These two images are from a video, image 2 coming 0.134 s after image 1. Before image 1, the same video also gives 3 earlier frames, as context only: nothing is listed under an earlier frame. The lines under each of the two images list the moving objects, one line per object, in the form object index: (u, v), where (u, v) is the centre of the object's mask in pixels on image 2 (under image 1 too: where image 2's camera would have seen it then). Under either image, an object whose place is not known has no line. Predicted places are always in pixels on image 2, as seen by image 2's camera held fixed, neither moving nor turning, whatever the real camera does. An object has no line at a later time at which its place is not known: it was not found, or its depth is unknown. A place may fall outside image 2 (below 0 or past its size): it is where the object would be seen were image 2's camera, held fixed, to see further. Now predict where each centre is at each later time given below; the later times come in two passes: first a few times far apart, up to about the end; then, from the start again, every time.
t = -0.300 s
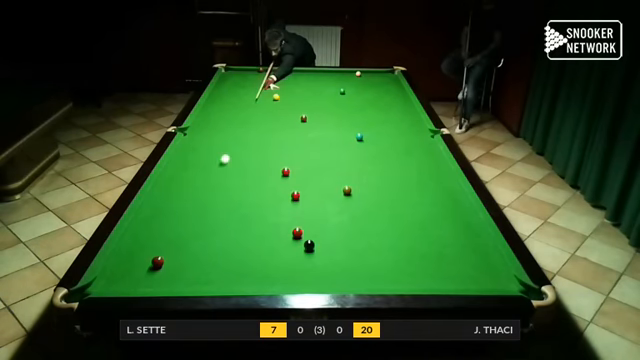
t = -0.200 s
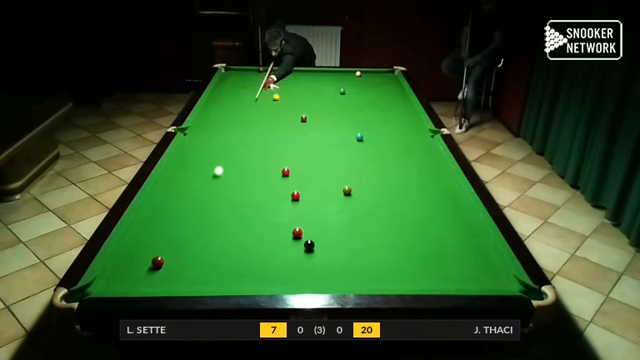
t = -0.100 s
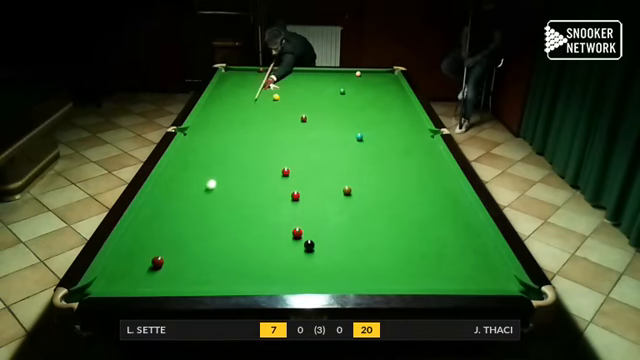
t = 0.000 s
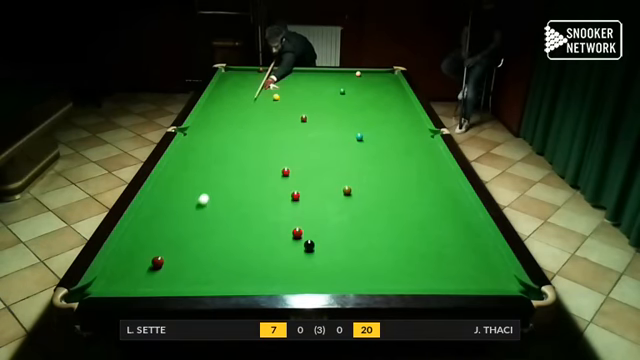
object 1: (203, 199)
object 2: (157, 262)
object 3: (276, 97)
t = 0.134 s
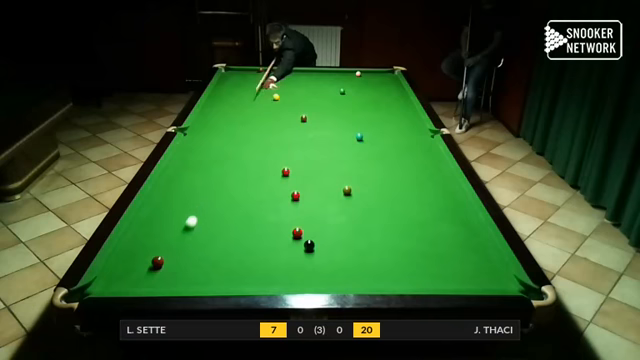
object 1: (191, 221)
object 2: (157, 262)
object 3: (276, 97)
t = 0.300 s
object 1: (173, 255)
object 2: (157, 262)
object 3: (276, 97)
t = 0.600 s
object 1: (181, 253)
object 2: (145, 263)
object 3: (276, 97)
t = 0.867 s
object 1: (202, 219)
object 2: (136, 264)
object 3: (276, 97)
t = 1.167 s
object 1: (219, 189)
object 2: (127, 265)
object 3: (276, 97)
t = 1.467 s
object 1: (233, 166)
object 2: (120, 266)
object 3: (276, 97)
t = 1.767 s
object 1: (245, 147)
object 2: (116, 266)
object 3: (276, 97)
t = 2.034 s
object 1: (253, 133)
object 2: (113, 267)
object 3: (276, 97)
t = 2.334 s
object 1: (261, 119)
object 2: (112, 267)
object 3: (276, 97)
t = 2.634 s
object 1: (268, 108)
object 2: (112, 267)
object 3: (276, 97)
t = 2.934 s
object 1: (273, 99)
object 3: (277, 95)
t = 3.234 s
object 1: (272, 97)
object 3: (282, 91)
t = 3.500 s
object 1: (271, 95)
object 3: (286, 87)
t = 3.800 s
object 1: (270, 94)
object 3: (290, 83)
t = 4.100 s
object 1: (270, 92)
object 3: (293, 79)
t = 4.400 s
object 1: (270, 92)
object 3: (296, 76)
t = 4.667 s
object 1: (269, 91)
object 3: (299, 74)
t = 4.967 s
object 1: (269, 91)
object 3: (301, 72)
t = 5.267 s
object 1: (269, 90)
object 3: (303, 71)
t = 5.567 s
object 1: (269, 90)
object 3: (305, 72)
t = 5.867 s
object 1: (269, 90)
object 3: (306, 73)
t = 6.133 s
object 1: (269, 90)
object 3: (307, 74)
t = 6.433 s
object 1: (269, 90)
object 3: (307, 74)
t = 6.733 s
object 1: (269, 90)
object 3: (308, 75)
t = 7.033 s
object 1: (269, 90)
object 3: (308, 75)
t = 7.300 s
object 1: (269, 90)
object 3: (308, 76)
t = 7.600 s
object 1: (269, 90)
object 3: (308, 75)
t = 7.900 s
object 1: (269, 90)
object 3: (308, 75)
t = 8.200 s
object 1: (269, 90)
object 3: (308, 75)
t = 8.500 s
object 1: (269, 90)
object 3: (308, 75)
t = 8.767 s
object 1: (269, 90)
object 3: (308, 75)
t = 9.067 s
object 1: (269, 90)
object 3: (308, 75)
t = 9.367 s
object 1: (269, 90)
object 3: (308, 75)
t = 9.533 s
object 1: (269, 90)
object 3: (308, 76)
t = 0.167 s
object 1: (188, 228)
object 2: (157, 262)
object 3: (276, 97)
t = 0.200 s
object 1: (184, 234)
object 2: (157, 262)
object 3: (276, 97)
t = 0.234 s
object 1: (181, 241)
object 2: (157, 262)
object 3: (276, 97)
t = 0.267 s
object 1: (177, 248)
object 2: (157, 262)
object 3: (276, 97)
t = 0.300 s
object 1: (173, 255)
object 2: (157, 262)
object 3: (276, 97)
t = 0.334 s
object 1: (169, 263)
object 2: (156, 262)
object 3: (276, 97)
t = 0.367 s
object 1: (167, 271)
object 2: (155, 262)
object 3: (276, 97)
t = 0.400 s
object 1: (164, 279)
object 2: (153, 262)
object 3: (276, 97)
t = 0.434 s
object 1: (163, 283)
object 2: (152, 262)
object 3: (276, 97)
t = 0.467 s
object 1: (167, 277)
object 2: (151, 262)
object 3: (276, 97)
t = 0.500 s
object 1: (171, 270)
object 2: (149, 263)
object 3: (276, 97)
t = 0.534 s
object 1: (174, 264)
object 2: (148, 263)
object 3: (276, 97)
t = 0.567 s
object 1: (178, 258)
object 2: (146, 263)
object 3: (276, 97)
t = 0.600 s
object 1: (181, 253)
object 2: (145, 263)
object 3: (276, 97)
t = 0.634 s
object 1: (184, 248)
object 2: (144, 263)
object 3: (276, 97)
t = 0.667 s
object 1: (187, 243)
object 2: (143, 263)
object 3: (276, 97)
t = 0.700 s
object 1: (189, 239)
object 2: (141, 263)
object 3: (276, 97)
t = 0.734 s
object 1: (192, 234)
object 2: (140, 263)
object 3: (276, 97)
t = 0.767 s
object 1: (195, 230)
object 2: (139, 264)
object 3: (276, 97)
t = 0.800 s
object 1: (197, 226)
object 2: (138, 264)
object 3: (276, 97)
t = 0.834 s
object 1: (199, 222)
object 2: (137, 264)
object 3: (276, 97)
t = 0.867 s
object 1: (202, 219)
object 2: (136, 264)
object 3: (276, 97)
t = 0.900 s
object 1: (204, 215)
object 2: (134, 264)
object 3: (276, 97)
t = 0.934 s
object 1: (206, 211)
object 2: (133, 264)
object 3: (276, 97)
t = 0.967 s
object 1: (208, 208)
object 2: (133, 264)
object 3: (276, 97)
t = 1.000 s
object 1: (210, 204)
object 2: (132, 264)
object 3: (276, 97)
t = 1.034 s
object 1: (212, 201)
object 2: (131, 264)
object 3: (276, 97)
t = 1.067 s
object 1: (214, 198)
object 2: (130, 265)
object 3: (276, 97)
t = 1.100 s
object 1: (216, 195)
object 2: (129, 265)
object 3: (276, 97)
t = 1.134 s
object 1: (218, 192)
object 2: (128, 265)
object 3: (276, 97)
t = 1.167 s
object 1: (219, 189)
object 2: (127, 265)
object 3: (276, 97)
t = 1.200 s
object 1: (221, 186)
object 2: (126, 265)
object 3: (276, 97)
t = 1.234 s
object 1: (223, 183)
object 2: (125, 265)
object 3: (276, 97)
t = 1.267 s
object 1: (225, 181)
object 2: (125, 265)
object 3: (276, 97)
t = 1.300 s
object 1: (226, 178)
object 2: (124, 265)
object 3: (276, 97)
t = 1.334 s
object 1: (228, 175)
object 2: (123, 266)
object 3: (276, 97)
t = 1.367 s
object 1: (229, 173)
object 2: (122, 266)
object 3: (276, 97)
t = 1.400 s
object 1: (231, 170)
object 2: (122, 266)
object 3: (276, 97)
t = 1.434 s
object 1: (232, 168)
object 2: (121, 266)
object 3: (276, 97)
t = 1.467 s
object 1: (233, 166)
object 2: (120, 266)
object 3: (276, 97)
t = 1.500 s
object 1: (235, 163)
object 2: (120, 266)
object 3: (276, 97)
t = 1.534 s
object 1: (236, 161)
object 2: (119, 266)
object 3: (276, 97)
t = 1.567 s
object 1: (238, 159)
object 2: (119, 266)
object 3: (276, 97)
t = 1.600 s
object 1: (239, 157)
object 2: (118, 266)
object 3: (276, 97)
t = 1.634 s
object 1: (240, 154)
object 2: (118, 266)
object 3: (276, 97)
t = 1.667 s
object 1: (241, 153)
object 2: (117, 266)
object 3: (276, 97)
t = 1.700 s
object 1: (242, 150)
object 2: (117, 266)
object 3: (276, 97)
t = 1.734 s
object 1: (244, 149)
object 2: (116, 266)
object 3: (276, 97)
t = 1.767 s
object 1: (245, 147)
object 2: (116, 266)
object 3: (276, 97)
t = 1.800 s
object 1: (246, 145)
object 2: (115, 266)
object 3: (276, 97)
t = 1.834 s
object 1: (247, 143)
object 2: (115, 266)
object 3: (276, 97)
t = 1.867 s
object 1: (248, 141)
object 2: (115, 266)
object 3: (276, 97)
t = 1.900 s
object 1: (249, 139)
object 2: (114, 266)
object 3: (276, 97)
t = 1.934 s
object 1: (250, 138)
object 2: (114, 267)
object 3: (276, 97)
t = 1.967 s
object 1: (251, 136)
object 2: (114, 267)
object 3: (276, 97)
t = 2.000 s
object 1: (252, 134)
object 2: (113, 267)
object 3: (276, 97)
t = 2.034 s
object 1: (253, 133)
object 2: (113, 267)
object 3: (276, 97)
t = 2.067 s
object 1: (254, 131)
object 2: (113, 267)
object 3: (276, 97)
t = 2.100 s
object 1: (255, 130)
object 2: (113, 267)
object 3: (276, 97)
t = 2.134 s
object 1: (256, 128)
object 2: (112, 267)
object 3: (276, 97)
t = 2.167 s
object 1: (257, 126)
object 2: (112, 267)
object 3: (276, 97)
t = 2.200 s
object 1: (258, 125)
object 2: (112, 267)
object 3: (276, 97)
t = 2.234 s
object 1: (259, 124)
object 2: (112, 267)
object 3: (276, 97)
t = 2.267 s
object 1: (260, 122)
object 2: (112, 267)
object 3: (276, 97)
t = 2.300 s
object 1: (261, 121)
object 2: (112, 267)
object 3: (276, 97)
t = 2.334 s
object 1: (261, 119)
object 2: (112, 267)
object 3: (276, 97)
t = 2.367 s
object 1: (262, 118)
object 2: (112, 267)
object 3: (276, 97)
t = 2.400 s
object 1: (263, 117)
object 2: (112, 267)
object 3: (276, 97)
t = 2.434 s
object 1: (264, 116)
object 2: (112, 267)
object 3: (276, 97)
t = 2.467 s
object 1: (264, 114)
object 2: (112, 267)
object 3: (276, 97)
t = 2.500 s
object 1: (265, 113)
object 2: (112, 267)
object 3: (276, 97)
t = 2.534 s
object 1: (266, 112)
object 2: (112, 267)
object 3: (276, 97)
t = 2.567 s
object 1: (267, 111)
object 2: (112, 267)
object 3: (276, 97)
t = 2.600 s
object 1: (267, 109)
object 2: (112, 267)
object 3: (276, 97)
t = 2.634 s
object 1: (268, 108)
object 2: (112, 267)
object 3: (276, 97)
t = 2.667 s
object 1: (269, 107)
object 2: (112, 267)
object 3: (276, 97)
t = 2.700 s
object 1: (269, 106)
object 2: (112, 267)
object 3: (276, 97)
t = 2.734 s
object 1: (270, 105)
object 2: (112, 267)
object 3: (276, 97)
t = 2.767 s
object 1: (271, 103)
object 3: (276, 97)
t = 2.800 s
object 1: (271, 102)
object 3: (276, 97)
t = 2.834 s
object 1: (272, 101)
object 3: (276, 97)
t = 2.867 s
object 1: (273, 100)
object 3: (277, 96)
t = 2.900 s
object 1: (273, 99)
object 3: (277, 96)
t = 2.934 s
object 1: (273, 99)
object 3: (277, 95)
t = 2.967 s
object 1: (273, 99)
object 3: (277, 95)
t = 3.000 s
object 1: (273, 98)
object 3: (278, 94)
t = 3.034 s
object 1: (273, 98)
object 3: (279, 94)
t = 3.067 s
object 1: (273, 98)
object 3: (279, 93)
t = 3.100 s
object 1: (272, 98)
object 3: (279, 93)
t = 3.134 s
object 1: (272, 97)
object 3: (280, 93)
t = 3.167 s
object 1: (272, 97)
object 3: (281, 92)
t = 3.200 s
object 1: (272, 97)
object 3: (281, 91)
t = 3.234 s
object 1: (272, 97)
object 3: (282, 91)
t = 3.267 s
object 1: (272, 96)
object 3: (282, 90)
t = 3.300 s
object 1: (272, 96)
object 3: (283, 90)
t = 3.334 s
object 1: (272, 96)
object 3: (283, 89)
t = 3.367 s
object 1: (271, 96)
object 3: (284, 89)
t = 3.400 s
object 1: (272, 95)
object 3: (284, 89)
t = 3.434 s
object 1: (271, 95)
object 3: (284, 88)
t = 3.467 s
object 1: (271, 95)
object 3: (285, 88)
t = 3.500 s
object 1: (271, 95)
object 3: (286, 87)
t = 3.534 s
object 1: (271, 95)
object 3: (286, 87)
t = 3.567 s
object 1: (271, 94)
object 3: (287, 86)
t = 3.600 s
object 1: (271, 94)
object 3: (287, 86)
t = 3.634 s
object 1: (271, 94)
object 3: (287, 85)
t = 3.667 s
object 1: (271, 94)
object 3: (288, 85)
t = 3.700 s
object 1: (271, 94)
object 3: (288, 84)
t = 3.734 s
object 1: (270, 94)
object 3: (289, 84)
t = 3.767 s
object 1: (270, 94)
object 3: (289, 83)
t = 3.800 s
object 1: (270, 94)
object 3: (290, 83)
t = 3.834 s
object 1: (270, 94)
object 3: (290, 83)
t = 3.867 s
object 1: (270, 93)
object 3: (290, 82)
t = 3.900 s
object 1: (270, 93)
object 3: (291, 82)
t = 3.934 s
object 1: (270, 93)
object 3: (291, 82)
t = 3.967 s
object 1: (270, 93)
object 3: (292, 81)
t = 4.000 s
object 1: (270, 93)
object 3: (292, 81)
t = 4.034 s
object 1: (270, 93)
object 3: (292, 81)
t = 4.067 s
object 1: (270, 93)
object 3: (293, 80)
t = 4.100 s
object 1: (270, 92)
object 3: (293, 79)
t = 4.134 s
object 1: (270, 92)
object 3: (294, 79)
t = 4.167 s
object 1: (270, 92)
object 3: (294, 79)
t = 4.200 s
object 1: (270, 92)
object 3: (294, 79)
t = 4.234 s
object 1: (270, 92)
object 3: (295, 78)
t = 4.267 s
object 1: (270, 92)
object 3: (295, 78)
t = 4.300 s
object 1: (270, 92)
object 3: (296, 77)
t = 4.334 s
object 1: (270, 92)
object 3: (296, 77)
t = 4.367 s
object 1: (270, 92)
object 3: (296, 77)
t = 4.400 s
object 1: (270, 92)
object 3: (296, 76)
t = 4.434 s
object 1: (270, 92)
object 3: (297, 76)
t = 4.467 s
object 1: (269, 91)
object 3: (297, 76)
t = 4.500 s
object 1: (269, 91)
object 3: (298, 75)
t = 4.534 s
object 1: (269, 91)
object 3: (298, 75)
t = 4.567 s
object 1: (269, 91)
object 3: (298, 74)
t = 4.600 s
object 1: (269, 91)
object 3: (298, 75)
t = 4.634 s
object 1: (269, 91)
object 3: (299, 74)
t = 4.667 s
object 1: (269, 91)
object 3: (299, 74)
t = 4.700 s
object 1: (270, 91)
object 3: (299, 74)
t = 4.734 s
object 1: (270, 91)
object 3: (300, 73)
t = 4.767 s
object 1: (269, 91)
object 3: (300, 73)
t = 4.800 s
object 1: (269, 91)
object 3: (300, 73)
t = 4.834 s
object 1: (269, 91)
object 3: (300, 73)
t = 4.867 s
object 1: (269, 91)
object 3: (300, 72)
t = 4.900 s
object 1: (269, 91)
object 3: (301, 72)
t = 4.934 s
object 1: (269, 91)
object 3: (301, 72)
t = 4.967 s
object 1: (269, 91)
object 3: (301, 72)
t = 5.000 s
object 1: (269, 91)
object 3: (302, 71)
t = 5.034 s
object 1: (269, 90)
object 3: (302, 71)
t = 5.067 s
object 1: (269, 91)
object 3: (302, 71)
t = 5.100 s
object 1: (269, 91)
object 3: (302, 71)
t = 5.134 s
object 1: (269, 91)
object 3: (303, 70)
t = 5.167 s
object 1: (269, 90)
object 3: (303, 70)
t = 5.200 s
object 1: (269, 90)
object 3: (303, 71)
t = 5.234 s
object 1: (269, 90)
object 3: (303, 70)
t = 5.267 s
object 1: (269, 90)
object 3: (303, 71)
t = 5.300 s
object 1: (269, 90)
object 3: (304, 71)
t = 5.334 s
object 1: (269, 90)
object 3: (304, 71)
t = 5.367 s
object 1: (269, 90)
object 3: (304, 71)
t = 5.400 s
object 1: (269, 90)
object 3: (304, 71)
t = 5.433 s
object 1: (269, 90)
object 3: (304, 71)
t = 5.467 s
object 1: (269, 90)
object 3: (304, 71)
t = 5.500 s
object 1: (269, 90)
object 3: (304, 71)
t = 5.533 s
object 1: (269, 90)
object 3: (305, 72)
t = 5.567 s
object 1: (269, 90)
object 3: (305, 72)
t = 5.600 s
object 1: (269, 90)
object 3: (305, 72)
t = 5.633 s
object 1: (269, 90)
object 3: (305, 72)
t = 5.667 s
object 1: (269, 90)
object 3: (305, 72)
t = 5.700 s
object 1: (269, 90)
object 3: (305, 73)
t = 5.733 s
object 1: (269, 90)
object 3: (305, 72)
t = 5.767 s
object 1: (269, 90)
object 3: (306, 73)
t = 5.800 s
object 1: (269, 90)
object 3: (306, 73)
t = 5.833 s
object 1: (269, 90)
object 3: (306, 73)
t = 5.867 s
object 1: (269, 90)
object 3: (306, 73)
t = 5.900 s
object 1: (269, 90)
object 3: (306, 73)
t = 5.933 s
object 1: (269, 90)
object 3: (306, 73)
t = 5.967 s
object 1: (269, 90)
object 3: (306, 73)
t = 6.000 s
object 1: (269, 90)
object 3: (306, 74)
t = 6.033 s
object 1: (269, 90)
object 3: (306, 74)
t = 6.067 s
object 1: (269, 90)
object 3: (307, 74)
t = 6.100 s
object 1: (269, 90)
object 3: (307, 74)
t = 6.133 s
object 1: (269, 90)
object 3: (307, 74)
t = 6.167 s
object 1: (269, 90)
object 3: (307, 74)
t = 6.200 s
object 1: (269, 90)
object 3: (307, 74)
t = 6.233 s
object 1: (269, 90)
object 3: (307, 74)
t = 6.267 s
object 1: (269, 90)
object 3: (307, 74)
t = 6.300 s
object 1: (269, 90)
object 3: (307, 74)
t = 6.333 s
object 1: (269, 90)
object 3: (307, 74)
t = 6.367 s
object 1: (269, 90)
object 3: (307, 74)
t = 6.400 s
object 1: (269, 90)
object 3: (307, 74)
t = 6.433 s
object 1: (269, 90)
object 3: (307, 74)
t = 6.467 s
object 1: (269, 90)
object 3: (307, 75)
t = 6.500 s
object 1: (269, 90)
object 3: (307, 75)
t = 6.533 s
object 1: (269, 90)
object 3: (307, 75)
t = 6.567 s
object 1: (269, 90)
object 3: (307, 75)
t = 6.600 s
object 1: (269, 90)
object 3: (307, 75)
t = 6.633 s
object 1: (269, 90)
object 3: (308, 75)
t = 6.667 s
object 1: (269, 90)
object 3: (308, 75)
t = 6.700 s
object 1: (269, 90)
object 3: (308, 75)
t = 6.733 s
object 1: (269, 90)
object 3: (308, 75)
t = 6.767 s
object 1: (269, 90)
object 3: (308, 75)
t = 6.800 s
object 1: (269, 90)
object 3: (308, 75)
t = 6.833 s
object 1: (269, 90)
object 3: (308, 75)
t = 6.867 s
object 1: (269, 90)
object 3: (308, 75)
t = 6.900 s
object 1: (269, 90)
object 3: (308, 75)
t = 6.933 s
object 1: (269, 90)
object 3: (308, 75)
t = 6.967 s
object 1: (269, 90)
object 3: (308, 75)
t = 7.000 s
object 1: (269, 90)
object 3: (308, 75)
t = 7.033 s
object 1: (269, 90)
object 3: (308, 75)
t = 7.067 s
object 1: (269, 90)
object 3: (308, 75)
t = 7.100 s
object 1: (269, 90)
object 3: (308, 76)
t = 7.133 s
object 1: (269, 90)
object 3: (308, 75)
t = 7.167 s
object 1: (269, 90)
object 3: (308, 76)
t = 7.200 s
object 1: (269, 90)
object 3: (308, 76)
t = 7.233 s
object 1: (269, 90)
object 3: (308, 76)
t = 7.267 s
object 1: (269, 90)
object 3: (308, 76)
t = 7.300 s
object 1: (269, 90)
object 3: (308, 76)
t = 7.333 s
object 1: (269, 90)
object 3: (308, 76)
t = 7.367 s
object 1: (269, 90)
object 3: (308, 76)
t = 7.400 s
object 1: (269, 90)
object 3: (308, 76)
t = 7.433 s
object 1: (269, 90)
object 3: (308, 76)
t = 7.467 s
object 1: (269, 90)
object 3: (308, 75)
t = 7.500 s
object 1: (269, 90)
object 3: (308, 75)
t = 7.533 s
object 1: (269, 90)
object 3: (308, 75)
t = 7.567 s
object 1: (269, 90)
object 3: (308, 75)
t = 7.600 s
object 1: (269, 90)
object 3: (308, 75)
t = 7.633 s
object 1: (269, 90)
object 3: (308, 75)
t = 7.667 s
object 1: (269, 90)
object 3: (308, 75)
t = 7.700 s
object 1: (269, 90)
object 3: (308, 75)
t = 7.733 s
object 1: (269, 90)
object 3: (308, 75)
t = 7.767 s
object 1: (269, 90)
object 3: (308, 75)
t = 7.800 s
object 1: (269, 90)
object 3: (308, 75)
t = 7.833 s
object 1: (269, 90)
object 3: (308, 75)
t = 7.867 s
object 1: (269, 90)
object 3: (308, 75)
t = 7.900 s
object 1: (269, 90)
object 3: (308, 75)
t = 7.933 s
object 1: (269, 90)
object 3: (308, 75)
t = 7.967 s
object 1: (269, 90)
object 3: (308, 75)
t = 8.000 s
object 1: (269, 90)
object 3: (308, 75)
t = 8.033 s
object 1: (269, 90)
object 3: (308, 75)
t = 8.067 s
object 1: (269, 90)
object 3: (308, 75)
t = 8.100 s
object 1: (269, 90)
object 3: (308, 75)
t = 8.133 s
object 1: (269, 90)
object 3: (308, 75)
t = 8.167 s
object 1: (269, 90)
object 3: (308, 75)
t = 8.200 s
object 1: (269, 90)
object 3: (308, 75)
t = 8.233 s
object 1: (269, 90)
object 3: (308, 75)
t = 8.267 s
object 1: (269, 90)
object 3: (308, 76)
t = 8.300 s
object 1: (269, 90)
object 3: (308, 76)
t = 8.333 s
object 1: (269, 90)
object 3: (308, 76)
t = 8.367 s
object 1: (269, 90)
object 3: (308, 75)
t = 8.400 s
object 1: (269, 90)
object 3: (308, 75)
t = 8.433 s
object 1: (269, 90)
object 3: (308, 75)
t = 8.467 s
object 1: (269, 90)
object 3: (308, 75)
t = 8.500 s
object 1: (269, 90)
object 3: (308, 75)
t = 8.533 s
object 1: (269, 90)
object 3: (308, 75)
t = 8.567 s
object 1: (269, 90)
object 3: (308, 75)
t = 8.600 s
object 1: (269, 90)
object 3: (308, 76)
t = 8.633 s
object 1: (269, 90)
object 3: (308, 75)
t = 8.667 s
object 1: (269, 90)
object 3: (308, 75)
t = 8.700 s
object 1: (269, 90)
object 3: (308, 75)
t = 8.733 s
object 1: (269, 90)
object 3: (308, 75)
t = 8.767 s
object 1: (269, 90)
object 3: (308, 75)
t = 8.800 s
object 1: (269, 90)
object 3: (308, 75)
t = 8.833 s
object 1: (269, 90)
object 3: (308, 75)
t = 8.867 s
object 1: (269, 90)
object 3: (308, 75)
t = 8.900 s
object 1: (269, 90)
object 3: (308, 76)
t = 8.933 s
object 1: (269, 90)
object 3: (308, 75)
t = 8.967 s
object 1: (269, 90)
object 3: (308, 75)
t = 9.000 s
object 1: (269, 90)
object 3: (308, 76)
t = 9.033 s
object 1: (269, 90)
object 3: (308, 76)
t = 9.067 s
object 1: (269, 90)
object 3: (308, 75)
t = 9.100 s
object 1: (269, 90)
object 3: (308, 76)
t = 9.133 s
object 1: (269, 90)
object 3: (308, 76)
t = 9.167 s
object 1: (269, 90)
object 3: (308, 75)
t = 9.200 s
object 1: (269, 90)
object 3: (308, 75)
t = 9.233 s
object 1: (269, 90)
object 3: (308, 76)
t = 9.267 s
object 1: (269, 90)
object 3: (308, 75)
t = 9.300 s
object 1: (269, 90)
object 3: (308, 75)
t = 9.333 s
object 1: (269, 90)
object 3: (308, 75)
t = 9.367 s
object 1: (269, 90)
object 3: (308, 75)
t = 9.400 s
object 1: (269, 90)
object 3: (308, 75)
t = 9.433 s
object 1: (269, 90)
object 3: (308, 75)
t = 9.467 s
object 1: (269, 90)
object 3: (308, 75)
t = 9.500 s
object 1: (269, 90)
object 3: (308, 75)
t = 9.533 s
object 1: (269, 90)
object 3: (308, 76)
